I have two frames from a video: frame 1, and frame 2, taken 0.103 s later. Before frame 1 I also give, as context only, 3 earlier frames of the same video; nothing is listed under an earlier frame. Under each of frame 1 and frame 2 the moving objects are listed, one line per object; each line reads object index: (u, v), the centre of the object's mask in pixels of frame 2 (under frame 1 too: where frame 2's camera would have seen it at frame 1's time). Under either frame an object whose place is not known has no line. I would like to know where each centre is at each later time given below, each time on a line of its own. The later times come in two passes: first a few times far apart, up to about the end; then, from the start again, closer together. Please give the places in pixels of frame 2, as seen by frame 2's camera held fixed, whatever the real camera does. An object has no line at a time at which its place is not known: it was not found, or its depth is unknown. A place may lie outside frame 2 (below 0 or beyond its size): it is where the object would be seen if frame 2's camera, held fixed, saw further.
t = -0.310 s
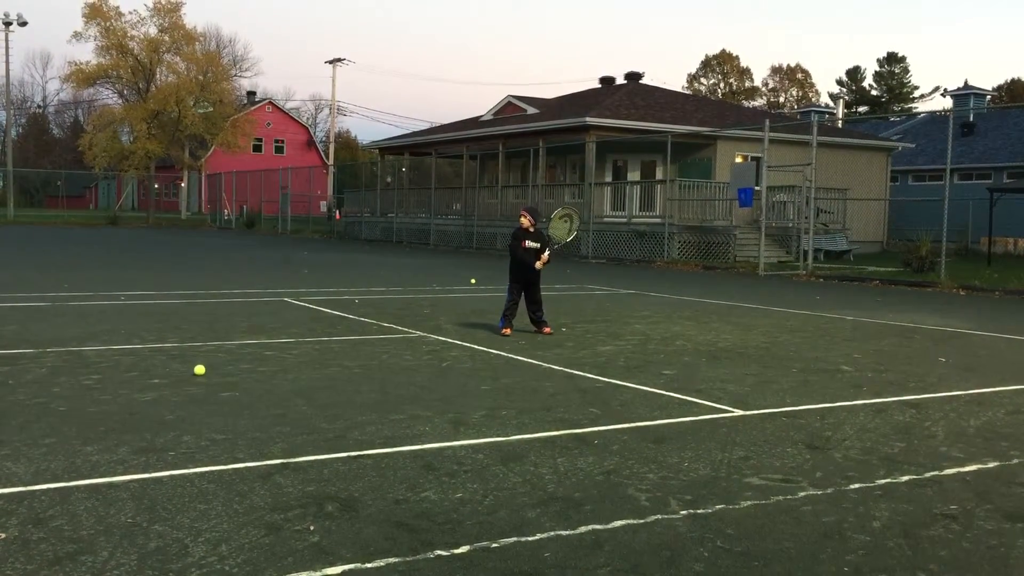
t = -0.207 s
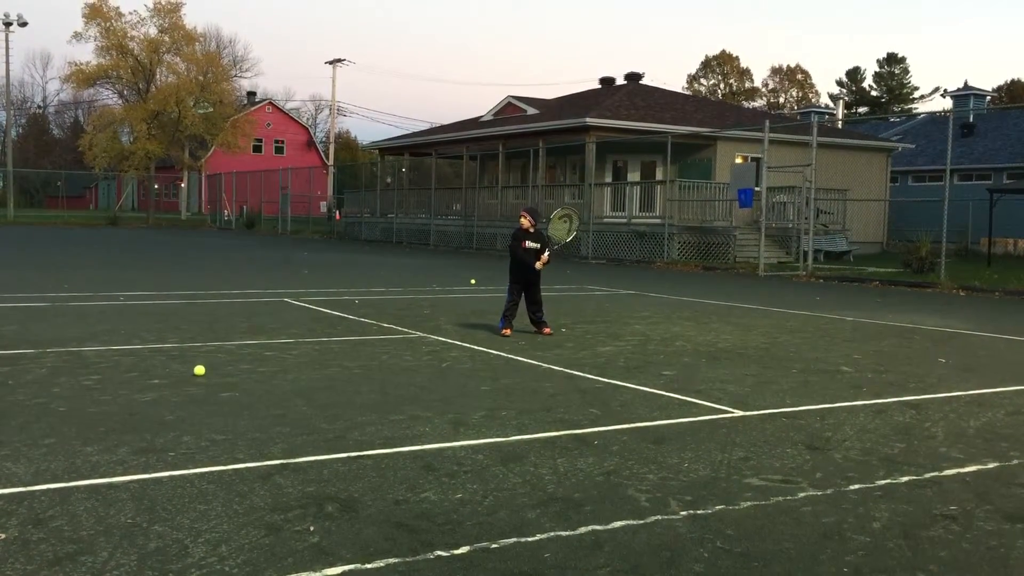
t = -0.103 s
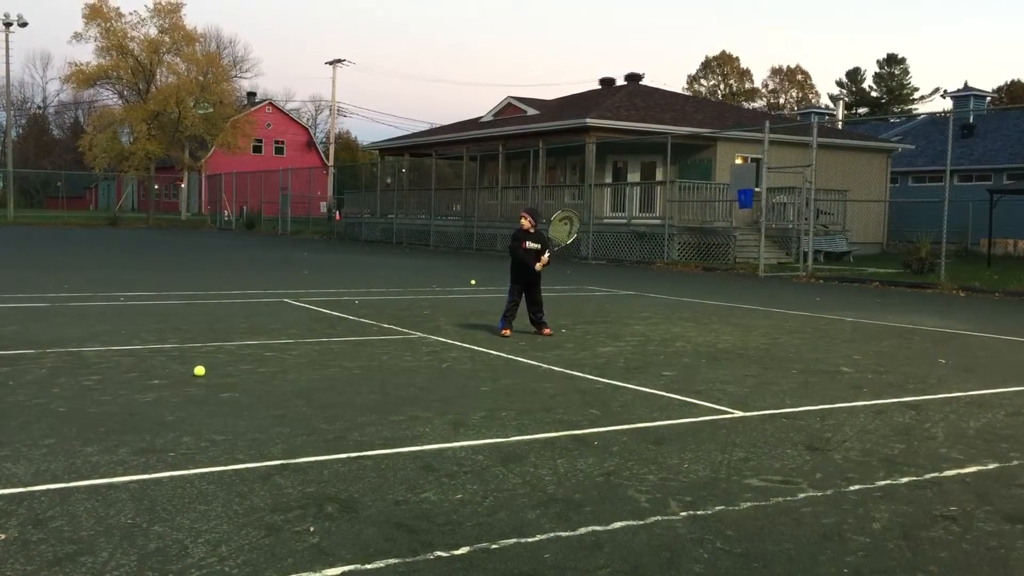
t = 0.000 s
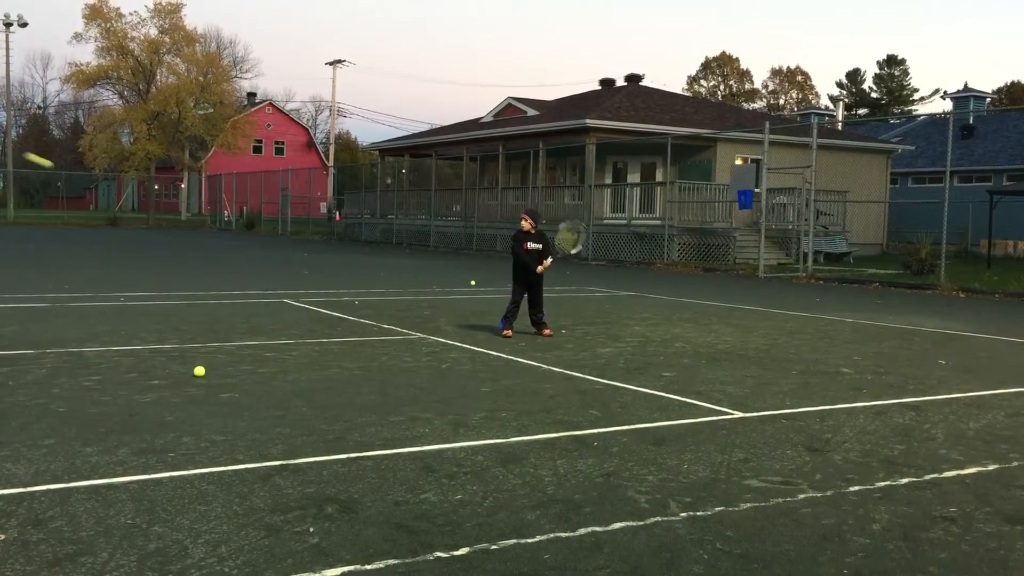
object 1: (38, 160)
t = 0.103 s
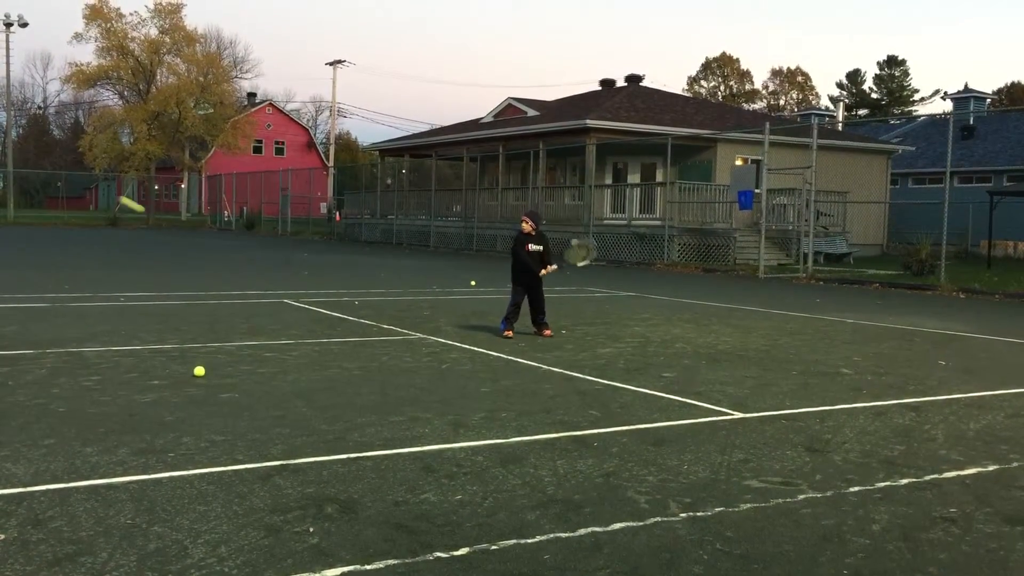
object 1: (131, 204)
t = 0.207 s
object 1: (217, 258)
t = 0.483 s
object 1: (371, 289)
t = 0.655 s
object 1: (430, 252)
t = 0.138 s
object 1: (161, 221)
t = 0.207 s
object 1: (217, 258)
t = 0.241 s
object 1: (245, 278)
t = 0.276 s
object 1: (270, 298)
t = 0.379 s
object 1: (335, 328)
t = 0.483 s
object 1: (371, 289)
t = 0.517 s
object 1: (383, 279)
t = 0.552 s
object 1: (395, 270)
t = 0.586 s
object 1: (406, 263)
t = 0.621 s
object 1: (418, 257)
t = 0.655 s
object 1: (430, 252)
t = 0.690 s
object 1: (441, 249)
